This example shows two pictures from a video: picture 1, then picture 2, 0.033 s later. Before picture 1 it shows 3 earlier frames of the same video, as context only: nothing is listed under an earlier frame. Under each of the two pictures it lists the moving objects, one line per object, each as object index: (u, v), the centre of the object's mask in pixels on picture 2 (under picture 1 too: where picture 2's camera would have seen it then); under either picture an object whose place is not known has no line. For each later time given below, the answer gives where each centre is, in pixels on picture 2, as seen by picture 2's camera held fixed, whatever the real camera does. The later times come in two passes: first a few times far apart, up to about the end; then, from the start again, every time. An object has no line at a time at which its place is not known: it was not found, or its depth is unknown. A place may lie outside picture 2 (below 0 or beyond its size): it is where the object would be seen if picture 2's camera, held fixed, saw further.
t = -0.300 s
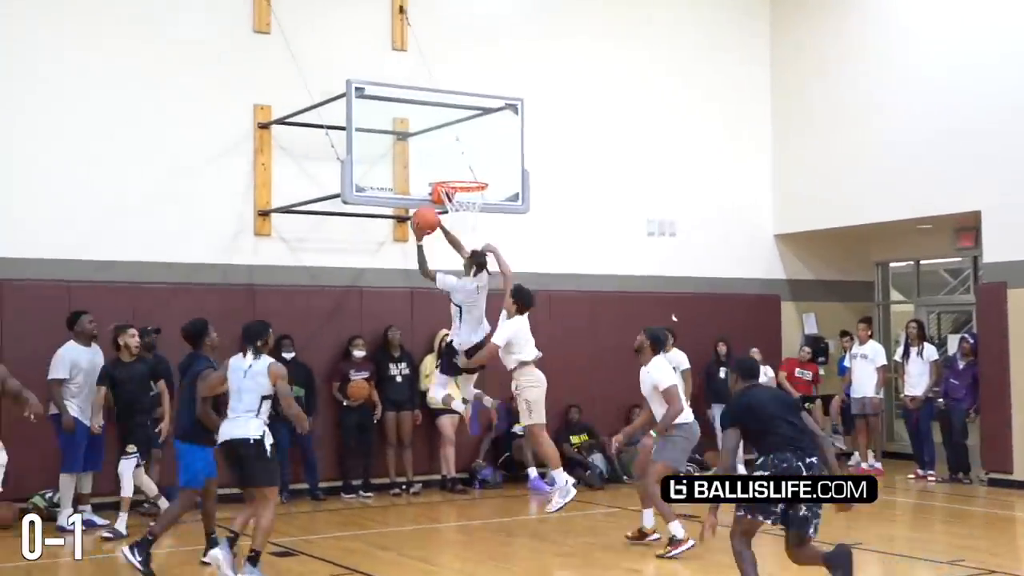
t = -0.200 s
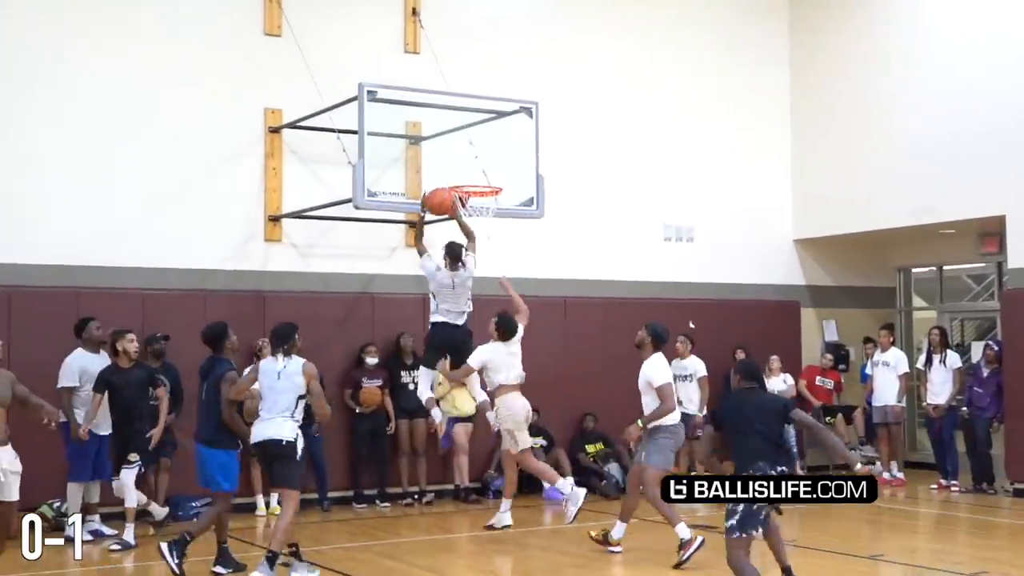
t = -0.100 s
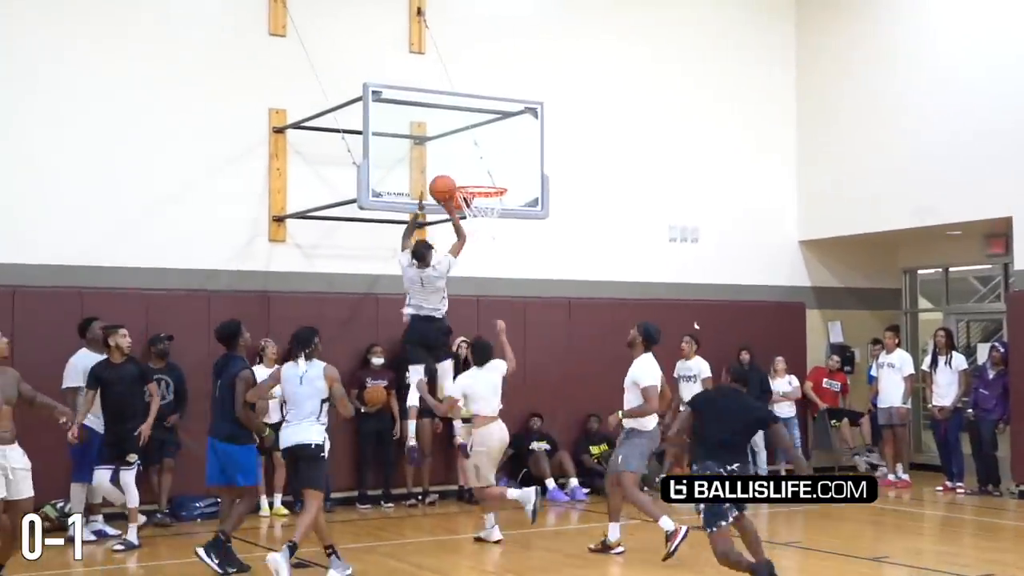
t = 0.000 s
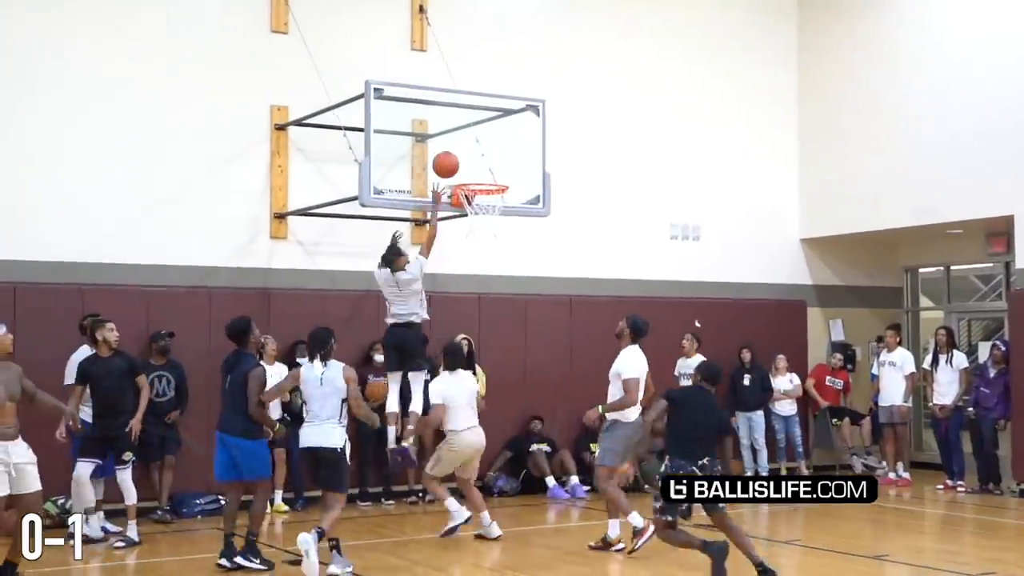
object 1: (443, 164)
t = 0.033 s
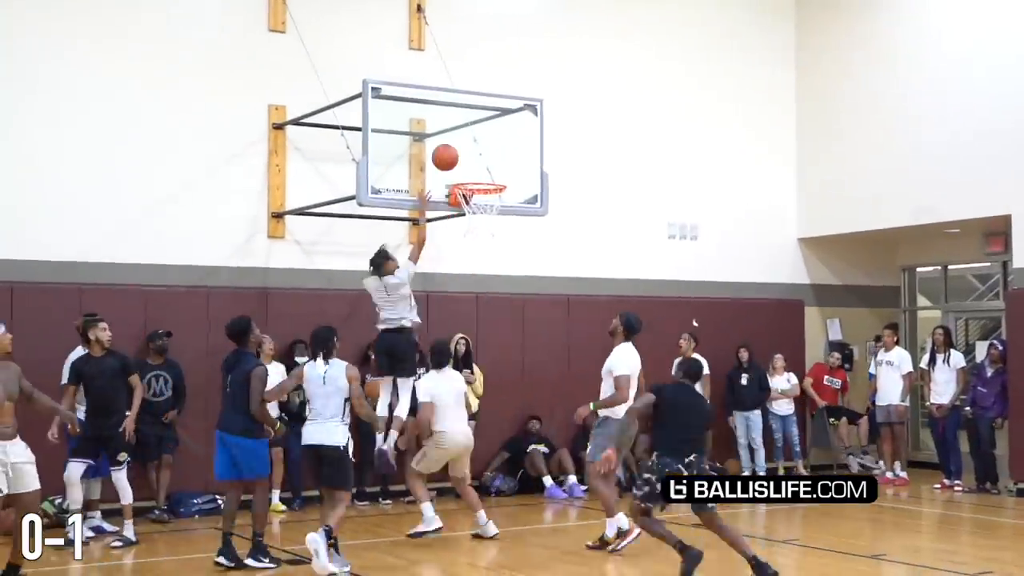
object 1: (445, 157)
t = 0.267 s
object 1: (471, 147)
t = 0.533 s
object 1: (491, 164)
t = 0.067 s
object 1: (447, 152)
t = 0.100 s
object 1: (448, 148)
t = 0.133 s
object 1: (450, 145)
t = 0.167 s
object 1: (455, 144)
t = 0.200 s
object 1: (460, 144)
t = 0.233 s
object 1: (466, 145)
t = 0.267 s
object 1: (471, 147)
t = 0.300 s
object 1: (477, 151)
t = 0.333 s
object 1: (482, 156)
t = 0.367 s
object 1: (488, 162)
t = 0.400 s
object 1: (494, 169)
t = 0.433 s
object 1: (496, 172)
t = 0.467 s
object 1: (494, 168)
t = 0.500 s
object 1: (492, 165)
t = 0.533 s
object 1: (491, 164)
